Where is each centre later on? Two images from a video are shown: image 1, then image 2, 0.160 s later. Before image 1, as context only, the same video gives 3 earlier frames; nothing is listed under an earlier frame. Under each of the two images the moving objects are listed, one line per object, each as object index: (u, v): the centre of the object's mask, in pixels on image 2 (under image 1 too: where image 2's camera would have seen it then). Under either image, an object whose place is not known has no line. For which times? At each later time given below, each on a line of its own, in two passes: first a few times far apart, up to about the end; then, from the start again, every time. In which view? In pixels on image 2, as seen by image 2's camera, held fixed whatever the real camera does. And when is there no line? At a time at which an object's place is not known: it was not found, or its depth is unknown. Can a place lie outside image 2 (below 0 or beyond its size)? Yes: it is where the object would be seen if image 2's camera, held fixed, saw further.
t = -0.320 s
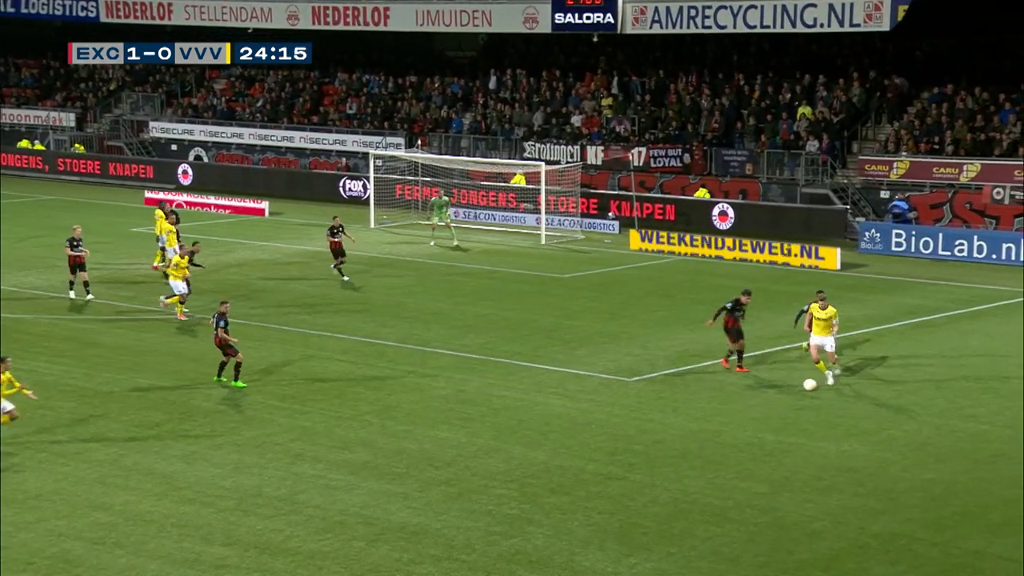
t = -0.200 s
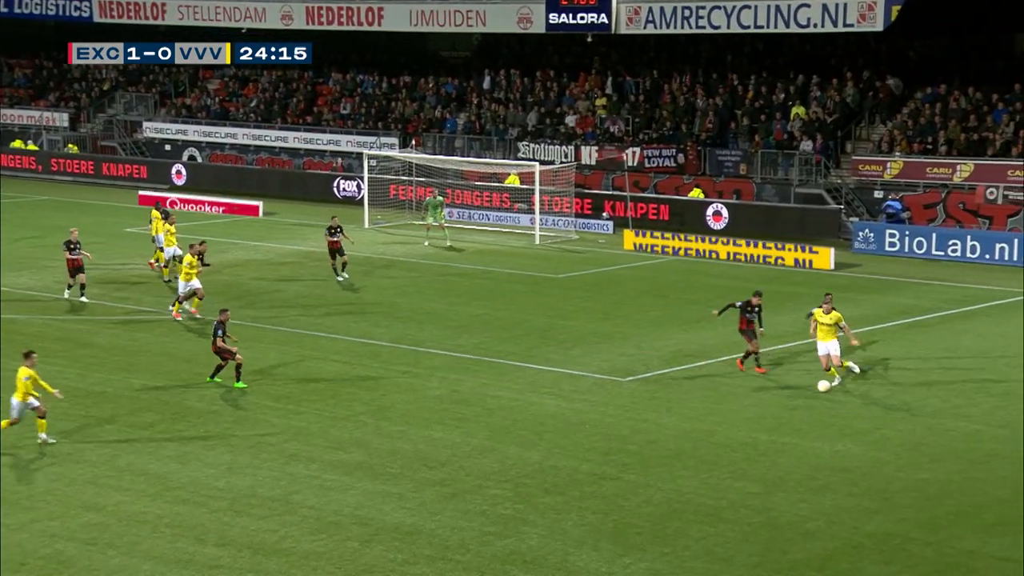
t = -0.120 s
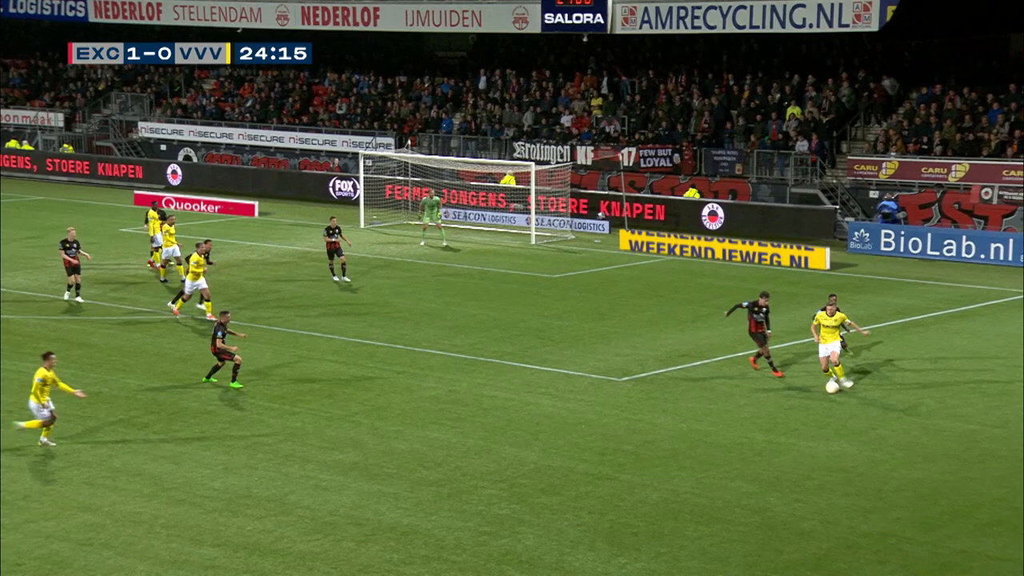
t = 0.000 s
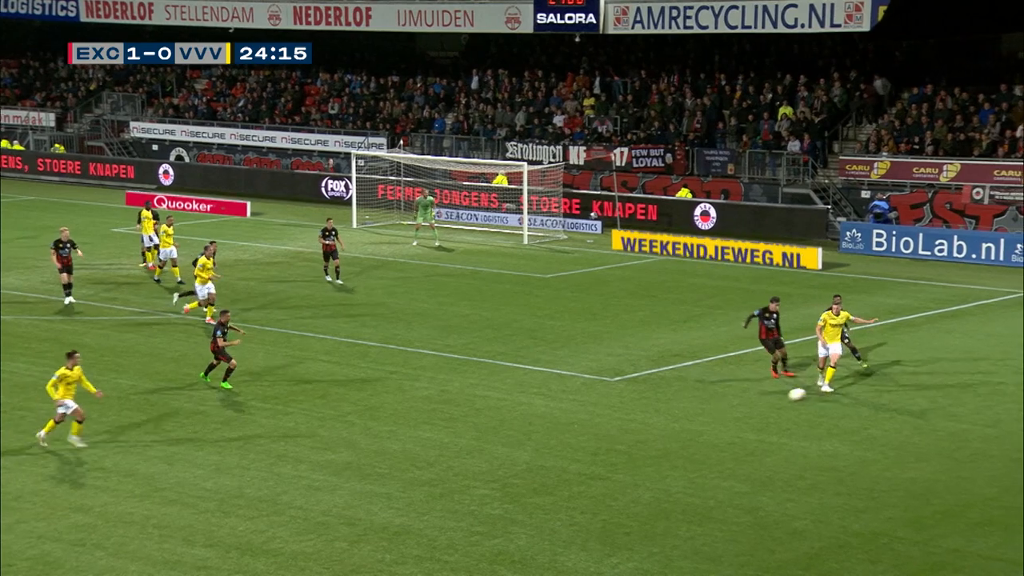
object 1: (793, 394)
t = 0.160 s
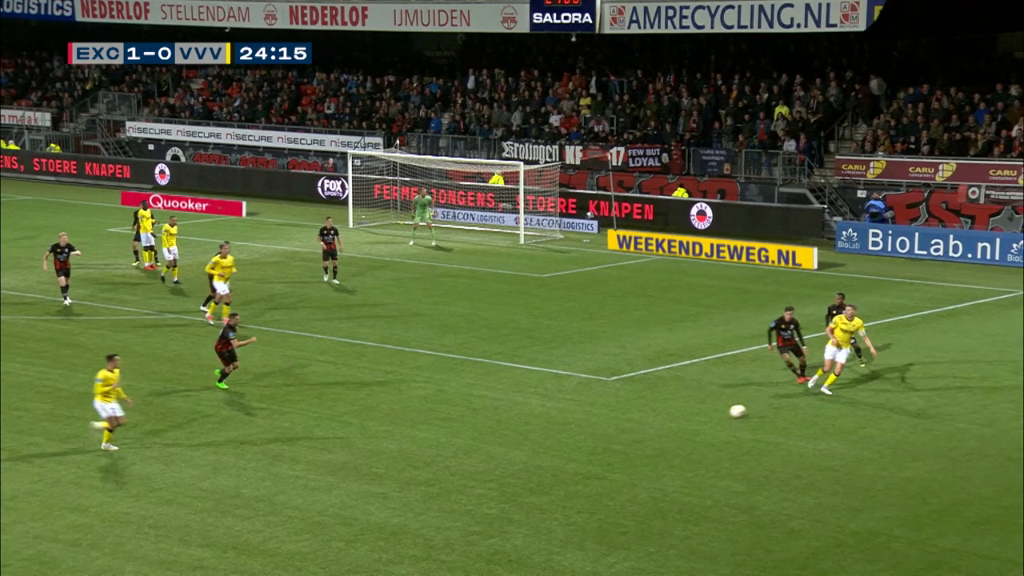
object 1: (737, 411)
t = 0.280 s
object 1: (696, 423)
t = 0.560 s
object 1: (605, 449)
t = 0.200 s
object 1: (724, 414)
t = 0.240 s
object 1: (710, 418)
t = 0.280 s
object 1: (696, 423)
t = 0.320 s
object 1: (682, 427)
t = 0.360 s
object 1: (669, 431)
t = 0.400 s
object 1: (656, 434)
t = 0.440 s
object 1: (643, 438)
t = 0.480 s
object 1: (630, 443)
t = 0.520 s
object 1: (618, 446)
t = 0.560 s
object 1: (605, 449)
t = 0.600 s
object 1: (592, 454)
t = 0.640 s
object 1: (580, 458)
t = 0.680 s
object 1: (568, 461)
